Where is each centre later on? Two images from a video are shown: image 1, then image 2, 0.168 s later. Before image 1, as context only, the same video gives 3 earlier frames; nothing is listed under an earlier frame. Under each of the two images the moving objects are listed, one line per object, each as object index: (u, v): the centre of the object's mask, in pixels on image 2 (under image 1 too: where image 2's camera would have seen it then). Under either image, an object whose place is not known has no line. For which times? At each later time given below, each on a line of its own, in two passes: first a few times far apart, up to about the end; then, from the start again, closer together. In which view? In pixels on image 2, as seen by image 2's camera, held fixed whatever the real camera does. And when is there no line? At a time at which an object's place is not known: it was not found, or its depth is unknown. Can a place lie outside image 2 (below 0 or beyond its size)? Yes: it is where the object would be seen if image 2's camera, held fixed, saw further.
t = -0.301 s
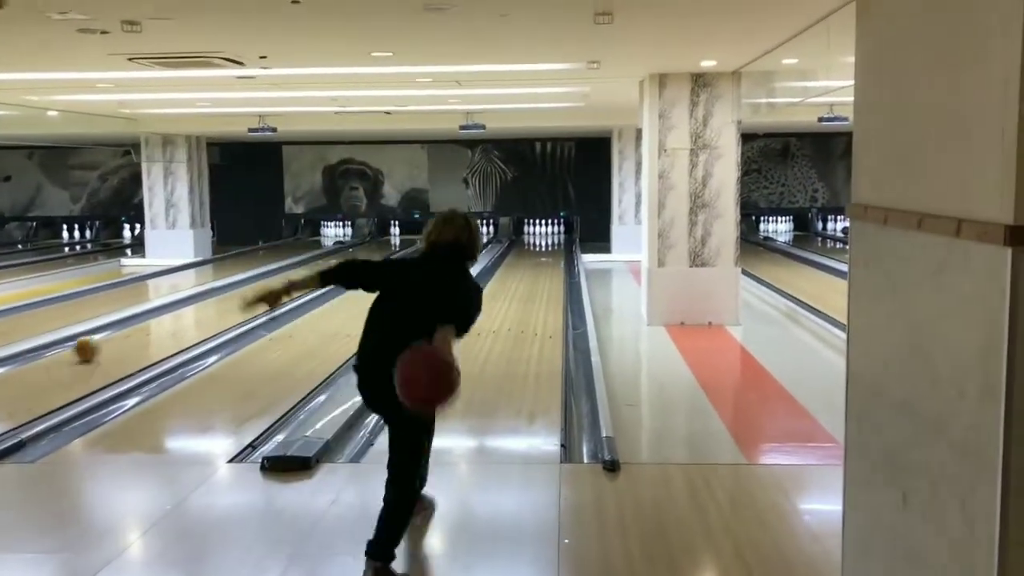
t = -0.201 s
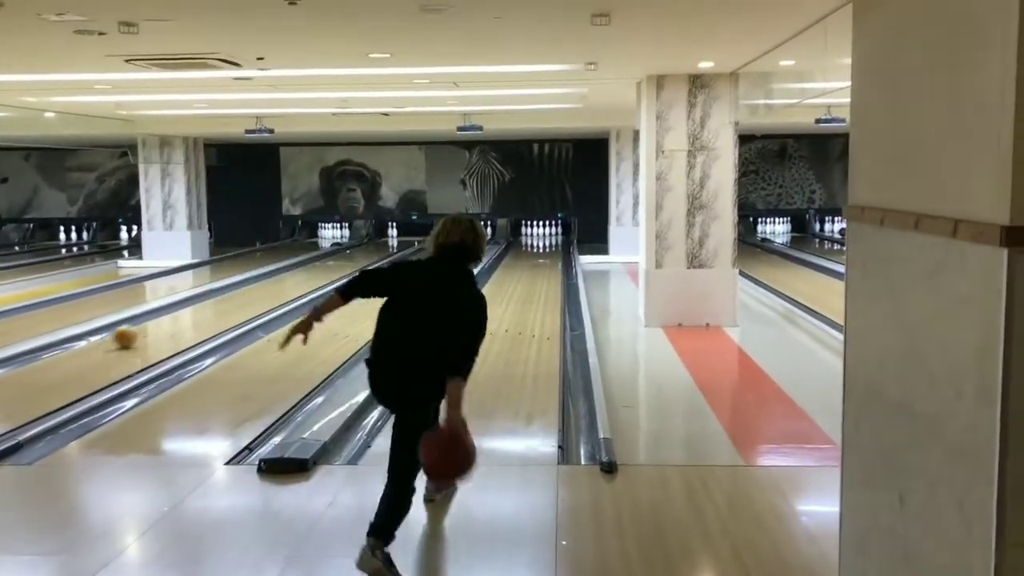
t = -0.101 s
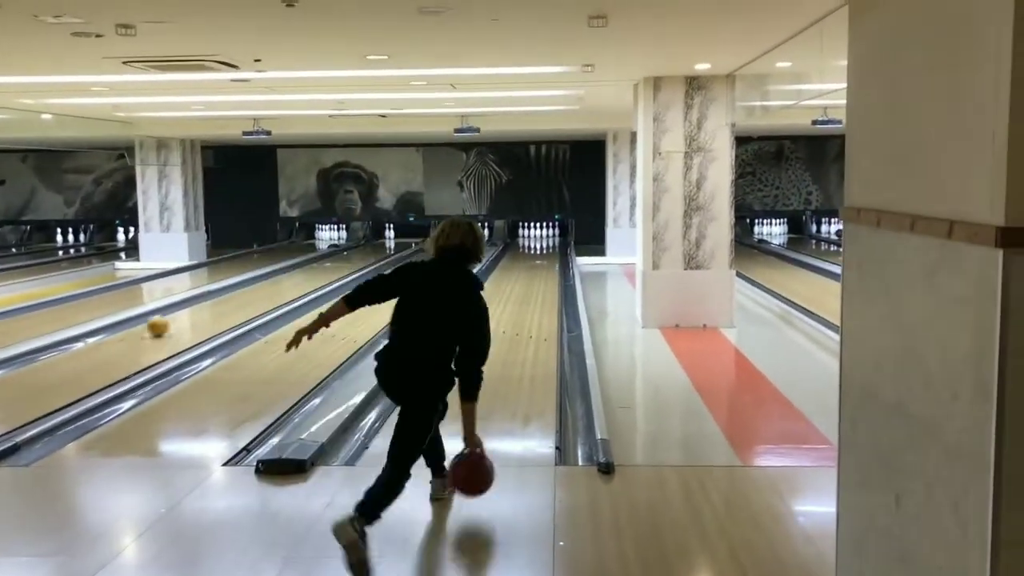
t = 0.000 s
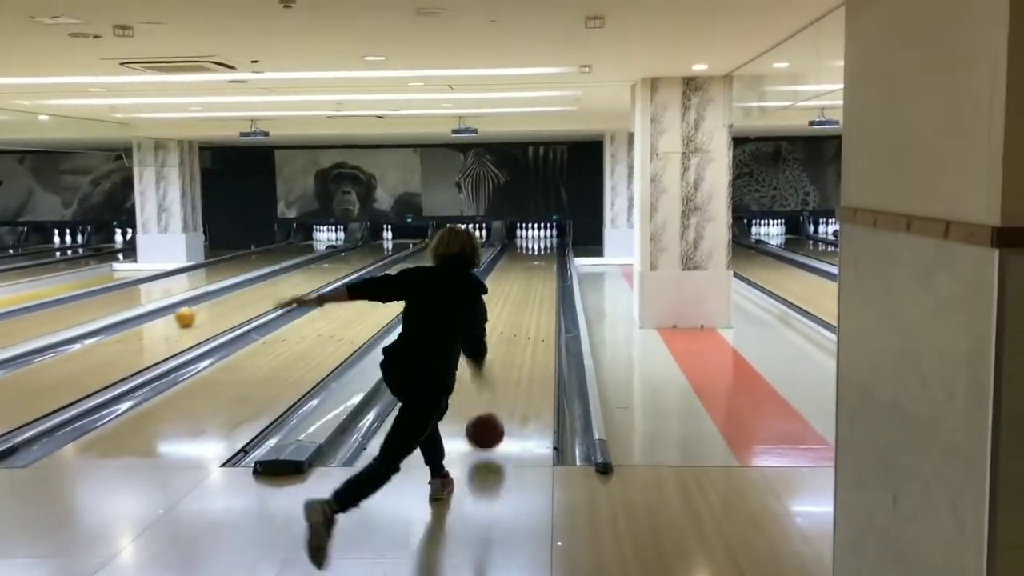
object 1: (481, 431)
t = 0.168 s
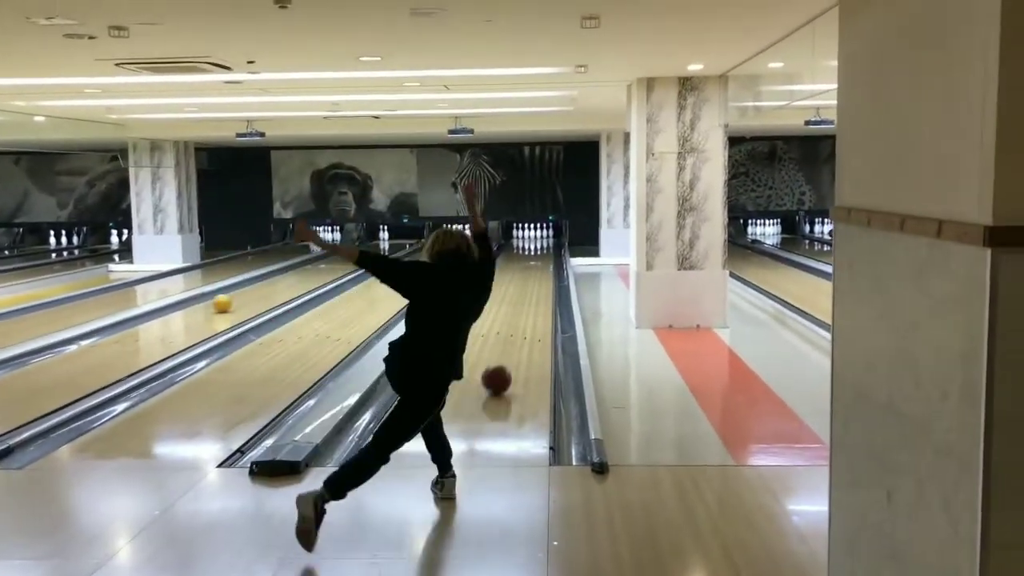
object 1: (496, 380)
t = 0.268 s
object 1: (503, 357)
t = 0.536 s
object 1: (513, 315)
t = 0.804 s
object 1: (519, 289)
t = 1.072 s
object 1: (522, 272)
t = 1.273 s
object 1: (522, 263)
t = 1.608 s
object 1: (525, 250)
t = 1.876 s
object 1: (526, 244)
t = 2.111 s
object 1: (528, 238)
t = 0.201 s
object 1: (499, 371)
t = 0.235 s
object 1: (501, 364)
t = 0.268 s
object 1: (503, 357)
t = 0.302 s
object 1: (504, 350)
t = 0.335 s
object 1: (506, 344)
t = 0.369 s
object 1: (507, 338)
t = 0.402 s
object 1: (509, 333)
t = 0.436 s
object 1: (510, 328)
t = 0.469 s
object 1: (512, 323)
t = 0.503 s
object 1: (512, 319)
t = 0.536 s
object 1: (513, 315)
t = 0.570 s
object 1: (514, 311)
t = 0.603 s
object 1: (516, 307)
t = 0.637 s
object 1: (517, 304)
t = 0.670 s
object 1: (518, 300)
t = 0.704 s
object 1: (518, 297)
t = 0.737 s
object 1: (518, 294)
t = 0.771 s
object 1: (519, 292)
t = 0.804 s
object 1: (519, 289)
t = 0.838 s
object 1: (519, 286)
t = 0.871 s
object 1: (520, 284)
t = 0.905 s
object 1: (520, 282)
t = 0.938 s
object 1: (520, 280)
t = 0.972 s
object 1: (521, 278)
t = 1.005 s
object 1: (522, 275)
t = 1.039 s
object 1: (522, 273)
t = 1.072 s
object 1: (522, 272)
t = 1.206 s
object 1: (522, 266)
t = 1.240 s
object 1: (522, 264)
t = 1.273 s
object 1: (522, 263)
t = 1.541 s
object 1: (525, 252)
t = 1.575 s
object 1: (525, 251)
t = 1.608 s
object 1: (525, 250)
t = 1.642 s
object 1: (525, 249)
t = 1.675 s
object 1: (524, 249)
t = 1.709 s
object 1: (524, 247)
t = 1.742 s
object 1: (524, 247)
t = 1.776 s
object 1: (524, 246)
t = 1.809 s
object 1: (525, 245)
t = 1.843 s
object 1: (525, 244)
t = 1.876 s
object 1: (526, 244)
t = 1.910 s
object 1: (526, 243)
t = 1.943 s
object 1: (526, 245)
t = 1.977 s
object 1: (527, 241)
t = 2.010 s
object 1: (527, 241)
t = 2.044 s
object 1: (528, 240)
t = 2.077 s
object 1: (528, 239)
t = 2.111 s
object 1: (528, 238)
